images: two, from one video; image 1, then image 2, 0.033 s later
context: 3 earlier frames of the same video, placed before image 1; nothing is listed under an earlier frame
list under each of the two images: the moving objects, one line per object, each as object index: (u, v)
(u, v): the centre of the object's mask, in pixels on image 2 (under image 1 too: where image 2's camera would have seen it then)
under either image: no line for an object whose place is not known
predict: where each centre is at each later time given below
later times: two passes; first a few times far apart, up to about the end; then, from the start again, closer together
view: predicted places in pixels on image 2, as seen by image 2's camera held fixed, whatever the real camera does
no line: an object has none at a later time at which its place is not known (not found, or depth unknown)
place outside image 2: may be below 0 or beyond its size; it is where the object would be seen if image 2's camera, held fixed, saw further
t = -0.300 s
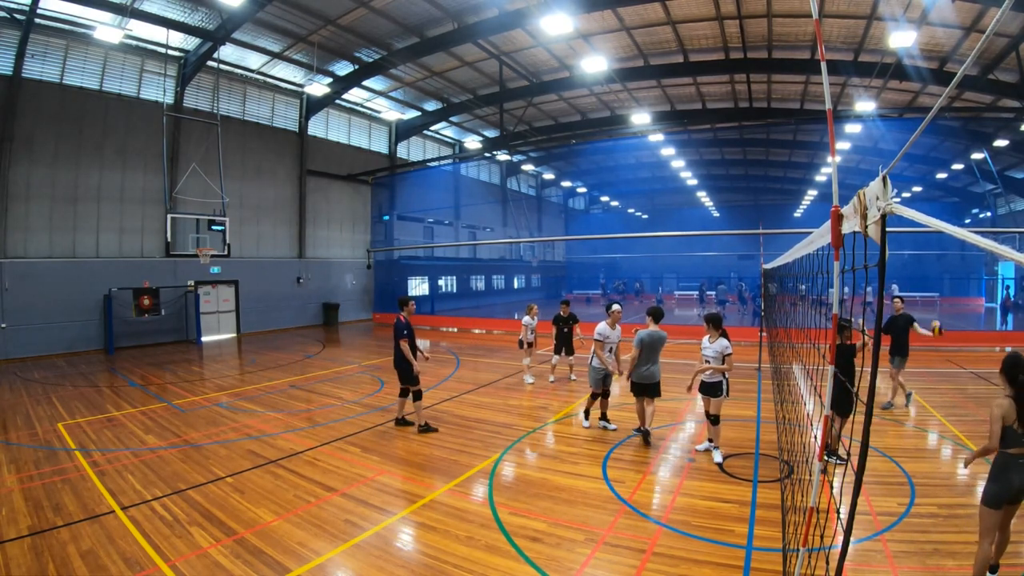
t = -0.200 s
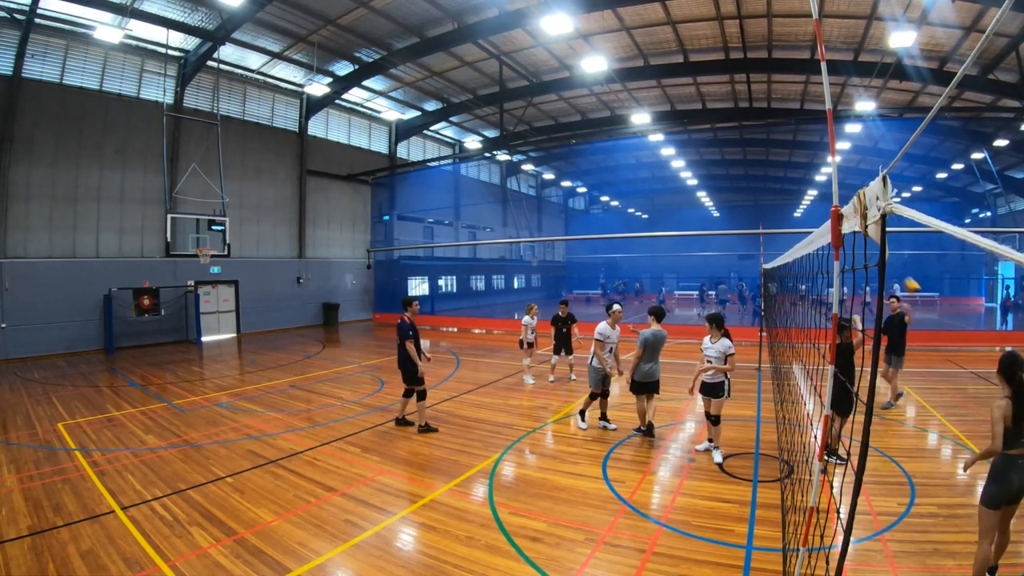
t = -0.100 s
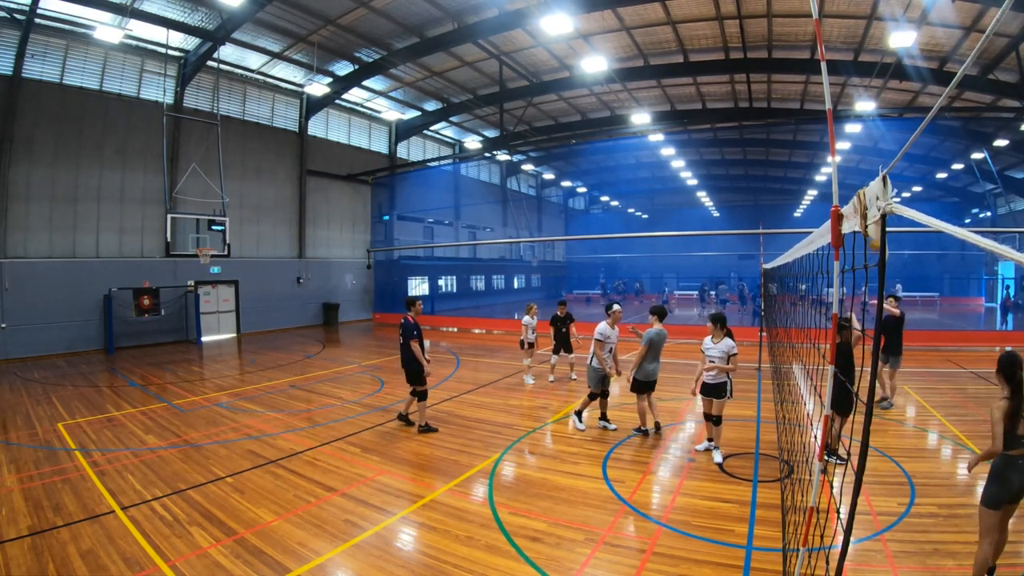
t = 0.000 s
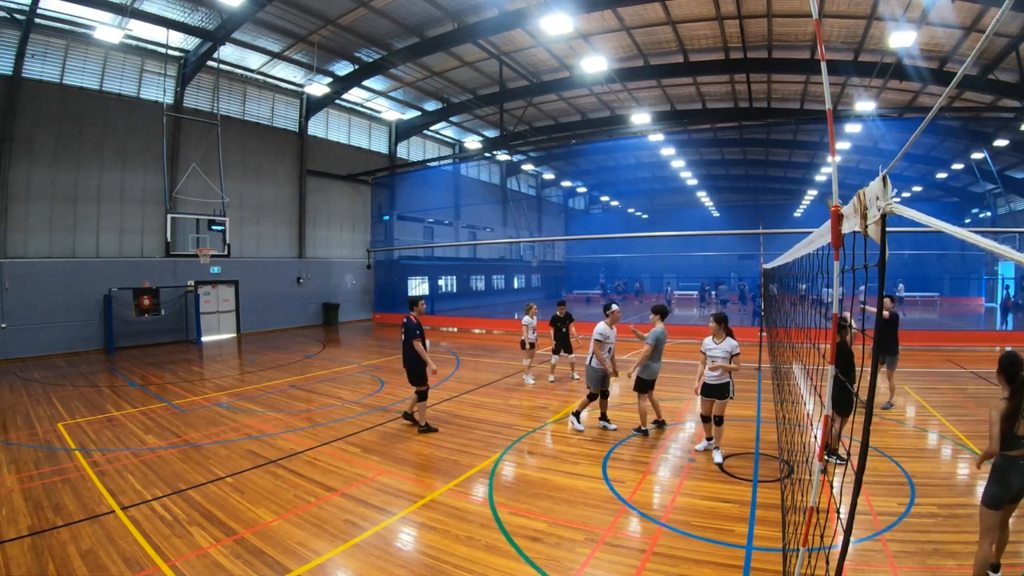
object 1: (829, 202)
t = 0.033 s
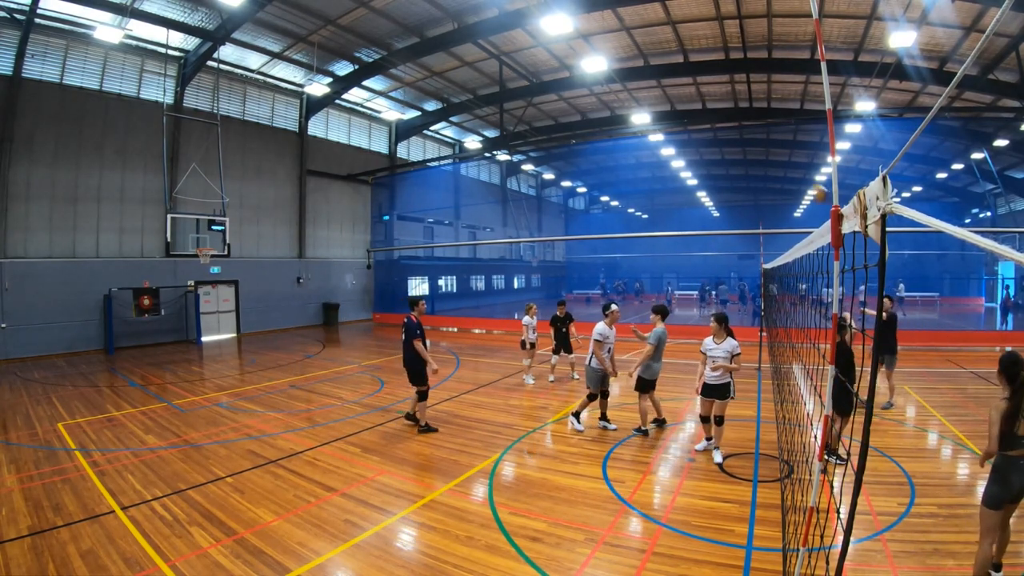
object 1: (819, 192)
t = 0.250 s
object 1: (720, 139)
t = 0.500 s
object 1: (599, 118)
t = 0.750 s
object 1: (478, 149)
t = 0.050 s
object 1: (811, 187)
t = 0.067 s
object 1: (804, 182)
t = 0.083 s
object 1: (797, 177)
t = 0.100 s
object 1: (789, 172)
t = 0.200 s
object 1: (743, 148)
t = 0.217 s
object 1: (735, 144)
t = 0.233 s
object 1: (728, 141)
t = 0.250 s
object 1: (720, 139)
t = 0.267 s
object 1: (712, 136)
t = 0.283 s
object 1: (705, 133)
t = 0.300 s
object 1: (695, 130)
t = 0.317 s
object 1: (686, 127)
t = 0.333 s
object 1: (678, 125)
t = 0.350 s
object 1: (671, 124)
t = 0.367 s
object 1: (663, 122)
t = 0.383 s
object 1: (657, 120)
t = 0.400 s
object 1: (649, 120)
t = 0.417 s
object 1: (637, 118)
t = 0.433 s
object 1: (629, 119)
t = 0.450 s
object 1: (621, 118)
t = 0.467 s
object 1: (615, 118)
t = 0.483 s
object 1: (606, 118)
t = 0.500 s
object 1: (599, 118)
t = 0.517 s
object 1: (590, 119)
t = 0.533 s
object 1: (581, 119)
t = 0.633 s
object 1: (533, 127)
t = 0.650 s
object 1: (525, 130)
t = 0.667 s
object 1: (516, 133)
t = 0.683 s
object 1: (509, 135)
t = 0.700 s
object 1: (501, 139)
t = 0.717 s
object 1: (494, 142)
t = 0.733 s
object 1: (487, 145)
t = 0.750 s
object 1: (478, 149)
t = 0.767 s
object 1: (470, 154)
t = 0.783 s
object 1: (461, 157)
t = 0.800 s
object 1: (454, 161)
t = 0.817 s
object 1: (445, 166)
